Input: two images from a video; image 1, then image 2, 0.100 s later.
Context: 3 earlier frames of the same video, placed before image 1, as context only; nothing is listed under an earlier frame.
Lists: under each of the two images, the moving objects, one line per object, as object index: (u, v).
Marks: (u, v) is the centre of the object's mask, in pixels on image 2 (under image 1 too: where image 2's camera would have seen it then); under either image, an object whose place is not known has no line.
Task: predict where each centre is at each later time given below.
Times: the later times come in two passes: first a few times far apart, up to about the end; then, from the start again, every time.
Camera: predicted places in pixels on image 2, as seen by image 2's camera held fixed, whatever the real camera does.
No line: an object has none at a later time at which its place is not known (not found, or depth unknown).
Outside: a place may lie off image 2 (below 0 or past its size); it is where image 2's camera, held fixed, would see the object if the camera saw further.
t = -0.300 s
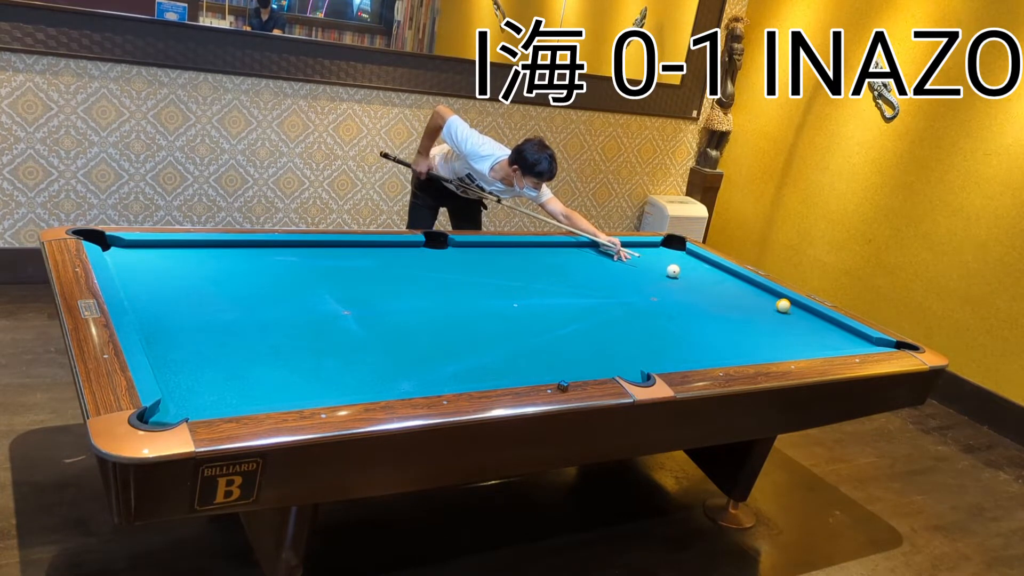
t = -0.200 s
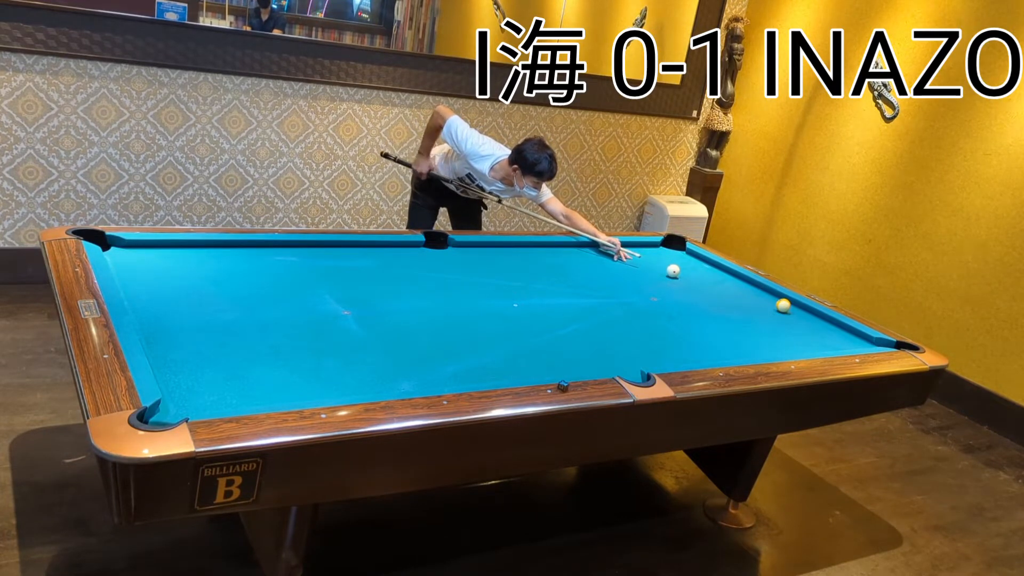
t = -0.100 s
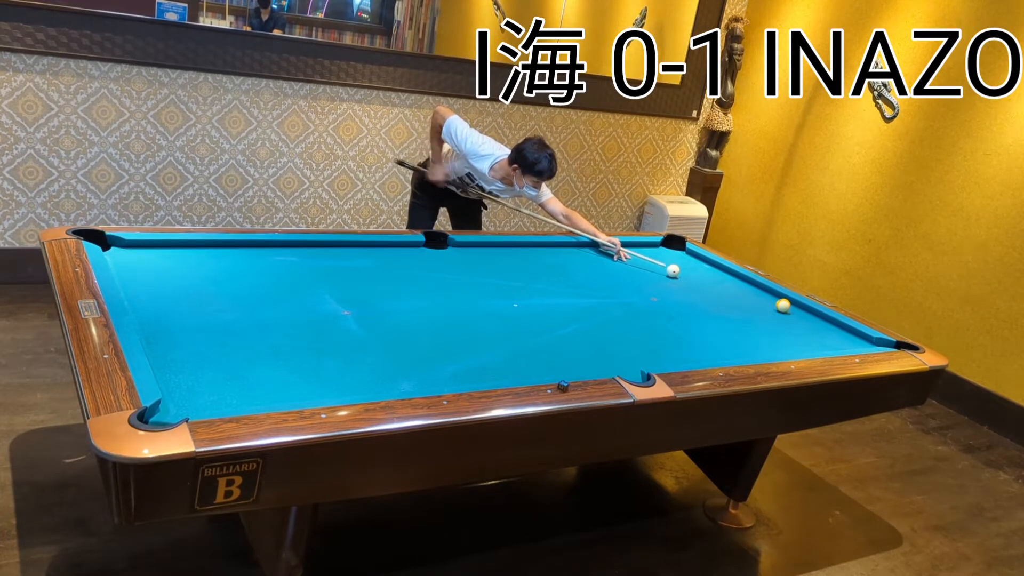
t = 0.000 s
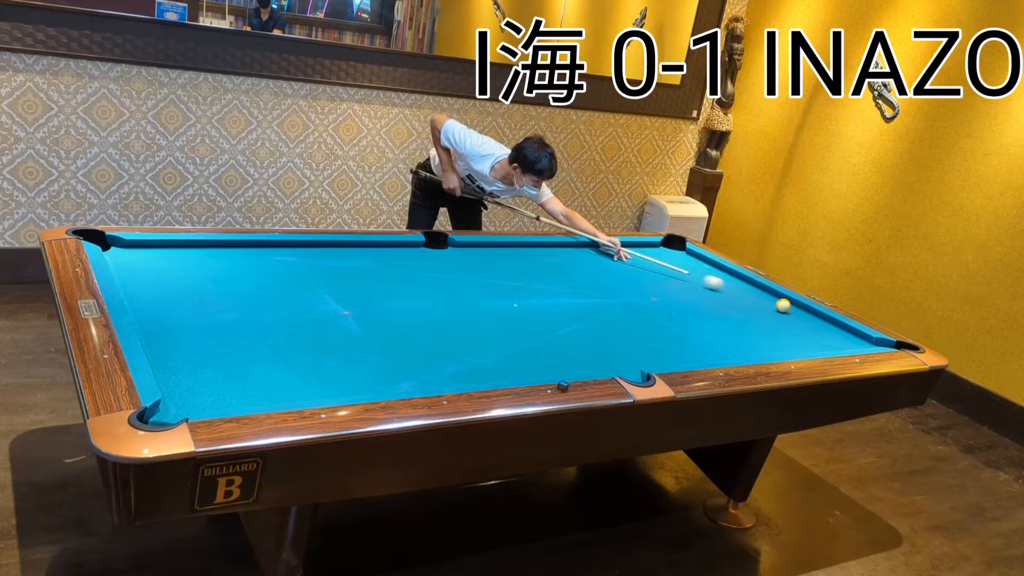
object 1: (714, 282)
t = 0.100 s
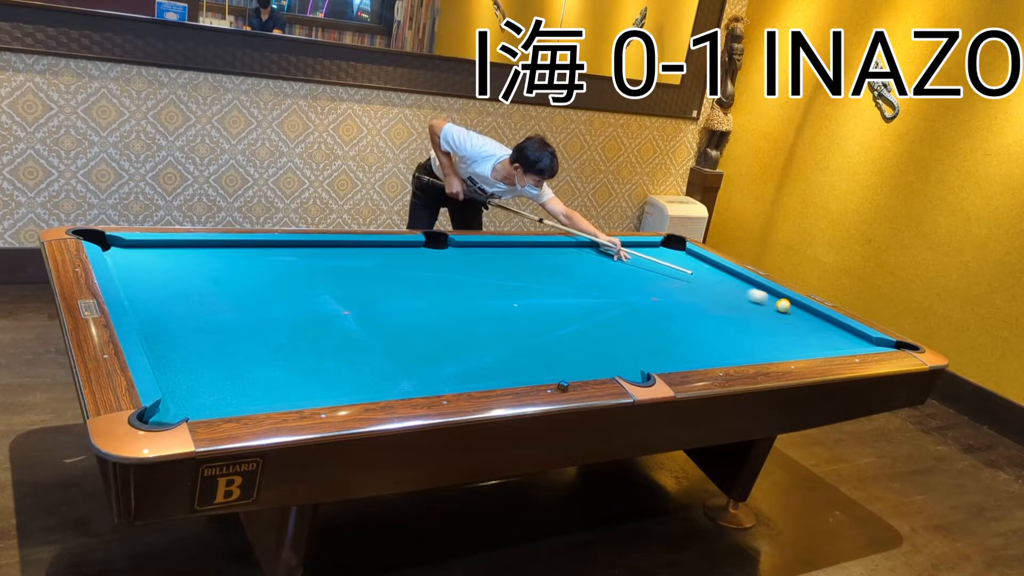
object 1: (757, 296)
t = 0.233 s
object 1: (782, 300)
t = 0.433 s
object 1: (788, 304)
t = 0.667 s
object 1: (779, 309)
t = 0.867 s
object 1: (772, 313)
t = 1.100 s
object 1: (764, 317)
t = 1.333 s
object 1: (755, 322)
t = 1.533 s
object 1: (748, 325)
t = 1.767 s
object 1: (740, 330)
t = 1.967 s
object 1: (733, 333)
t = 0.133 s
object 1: (770, 300)
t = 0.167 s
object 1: (774, 300)
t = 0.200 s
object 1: (778, 300)
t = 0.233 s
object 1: (782, 300)
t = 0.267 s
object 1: (787, 301)
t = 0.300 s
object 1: (792, 302)
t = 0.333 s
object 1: (791, 302)
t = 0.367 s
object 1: (790, 303)
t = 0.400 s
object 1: (789, 304)
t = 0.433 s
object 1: (788, 304)
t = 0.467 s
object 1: (786, 305)
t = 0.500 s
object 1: (785, 306)
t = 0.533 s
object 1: (784, 306)
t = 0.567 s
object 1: (783, 307)
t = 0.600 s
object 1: (782, 307)
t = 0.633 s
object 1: (781, 308)
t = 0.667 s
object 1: (779, 309)
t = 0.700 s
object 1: (778, 309)
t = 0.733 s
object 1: (777, 310)
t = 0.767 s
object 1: (776, 311)
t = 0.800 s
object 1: (775, 311)
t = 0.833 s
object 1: (773, 312)
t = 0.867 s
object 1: (772, 313)
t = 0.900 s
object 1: (771, 313)
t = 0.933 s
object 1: (770, 314)
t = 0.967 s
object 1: (769, 315)
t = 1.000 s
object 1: (767, 315)
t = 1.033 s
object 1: (766, 316)
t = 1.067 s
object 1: (765, 317)
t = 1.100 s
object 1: (764, 317)
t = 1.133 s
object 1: (763, 318)
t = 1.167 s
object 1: (761, 319)
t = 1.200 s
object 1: (760, 319)
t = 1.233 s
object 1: (759, 320)
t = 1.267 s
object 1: (758, 320)
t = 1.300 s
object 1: (757, 321)
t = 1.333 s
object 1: (755, 322)
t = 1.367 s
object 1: (754, 322)
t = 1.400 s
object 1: (753, 323)
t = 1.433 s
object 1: (752, 324)
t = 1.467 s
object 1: (751, 324)
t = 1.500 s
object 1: (750, 325)
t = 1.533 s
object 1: (748, 325)
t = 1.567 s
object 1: (747, 326)
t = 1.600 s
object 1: (746, 327)
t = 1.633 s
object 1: (745, 327)
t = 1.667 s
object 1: (744, 328)
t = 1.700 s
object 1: (743, 329)
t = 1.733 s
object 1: (741, 329)
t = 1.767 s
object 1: (740, 330)
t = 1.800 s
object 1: (739, 330)
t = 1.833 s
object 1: (738, 331)
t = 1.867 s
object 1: (737, 331)
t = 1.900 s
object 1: (736, 332)
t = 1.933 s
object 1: (735, 333)
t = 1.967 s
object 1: (733, 333)
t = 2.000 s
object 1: (732, 334)
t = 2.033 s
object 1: (731, 335)
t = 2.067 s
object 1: (730, 335)
